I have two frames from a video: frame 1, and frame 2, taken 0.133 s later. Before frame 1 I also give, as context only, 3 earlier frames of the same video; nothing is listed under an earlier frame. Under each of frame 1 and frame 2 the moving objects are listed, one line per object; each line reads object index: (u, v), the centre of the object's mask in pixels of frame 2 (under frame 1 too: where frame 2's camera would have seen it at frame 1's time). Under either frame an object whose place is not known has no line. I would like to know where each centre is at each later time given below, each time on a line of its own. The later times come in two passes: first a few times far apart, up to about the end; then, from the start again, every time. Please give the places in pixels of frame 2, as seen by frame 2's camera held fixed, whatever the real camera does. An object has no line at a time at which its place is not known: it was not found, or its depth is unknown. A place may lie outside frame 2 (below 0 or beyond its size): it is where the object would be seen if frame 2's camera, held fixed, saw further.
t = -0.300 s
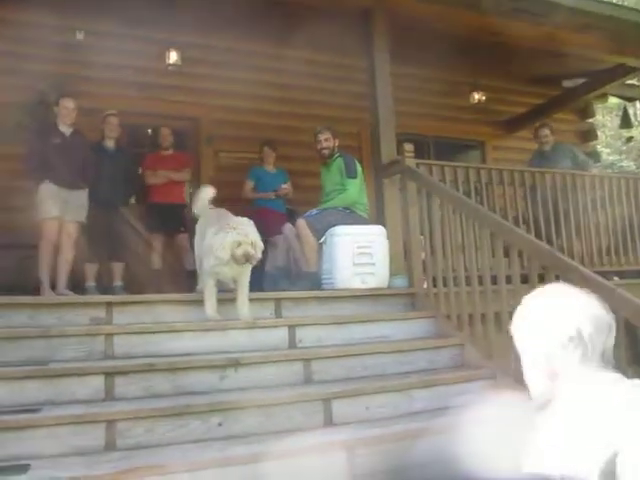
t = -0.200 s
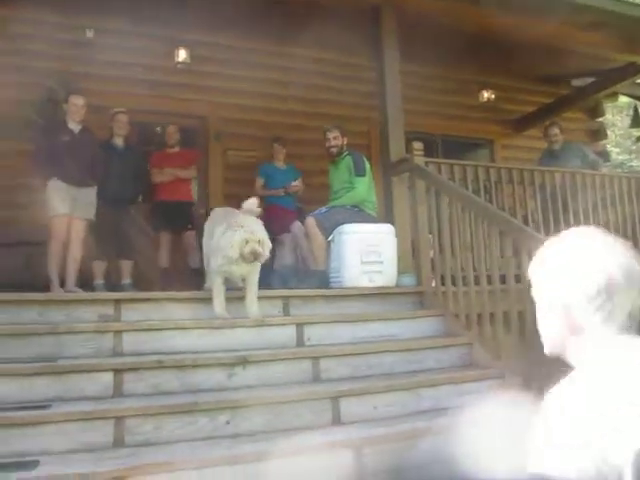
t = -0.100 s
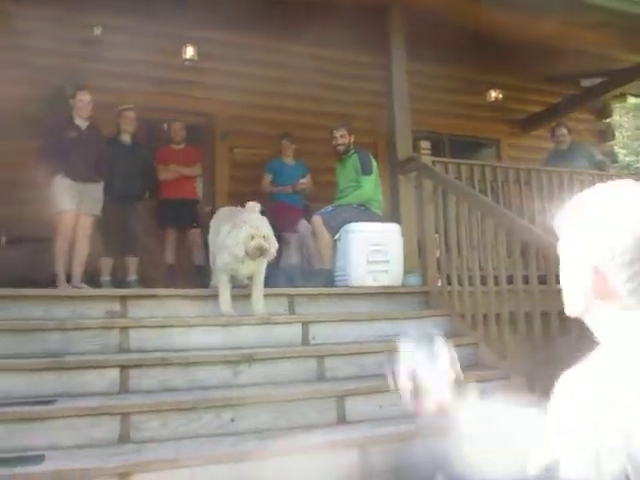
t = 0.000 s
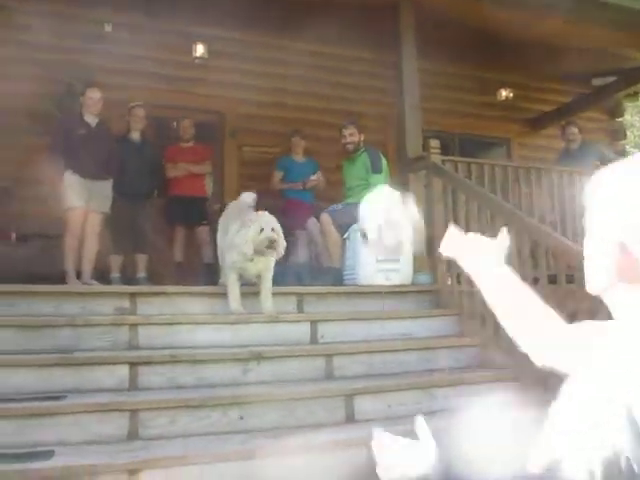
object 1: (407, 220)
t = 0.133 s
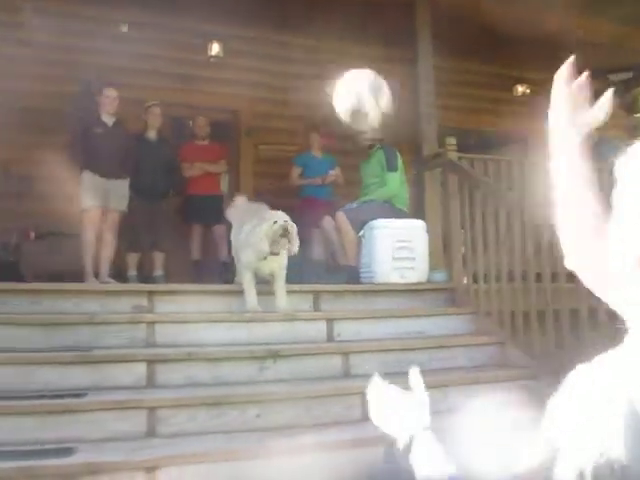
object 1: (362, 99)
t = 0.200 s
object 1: (344, 62)
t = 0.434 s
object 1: (297, 28)
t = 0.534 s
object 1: (280, 48)
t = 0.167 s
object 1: (353, 79)
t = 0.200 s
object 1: (344, 62)
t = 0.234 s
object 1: (337, 51)
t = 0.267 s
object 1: (329, 40)
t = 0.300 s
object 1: (322, 32)
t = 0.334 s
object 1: (314, 28)
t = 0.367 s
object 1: (308, 26)
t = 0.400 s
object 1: (303, 26)
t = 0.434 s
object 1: (297, 28)
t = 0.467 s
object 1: (291, 33)
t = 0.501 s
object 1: (286, 39)
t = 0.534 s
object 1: (280, 48)
